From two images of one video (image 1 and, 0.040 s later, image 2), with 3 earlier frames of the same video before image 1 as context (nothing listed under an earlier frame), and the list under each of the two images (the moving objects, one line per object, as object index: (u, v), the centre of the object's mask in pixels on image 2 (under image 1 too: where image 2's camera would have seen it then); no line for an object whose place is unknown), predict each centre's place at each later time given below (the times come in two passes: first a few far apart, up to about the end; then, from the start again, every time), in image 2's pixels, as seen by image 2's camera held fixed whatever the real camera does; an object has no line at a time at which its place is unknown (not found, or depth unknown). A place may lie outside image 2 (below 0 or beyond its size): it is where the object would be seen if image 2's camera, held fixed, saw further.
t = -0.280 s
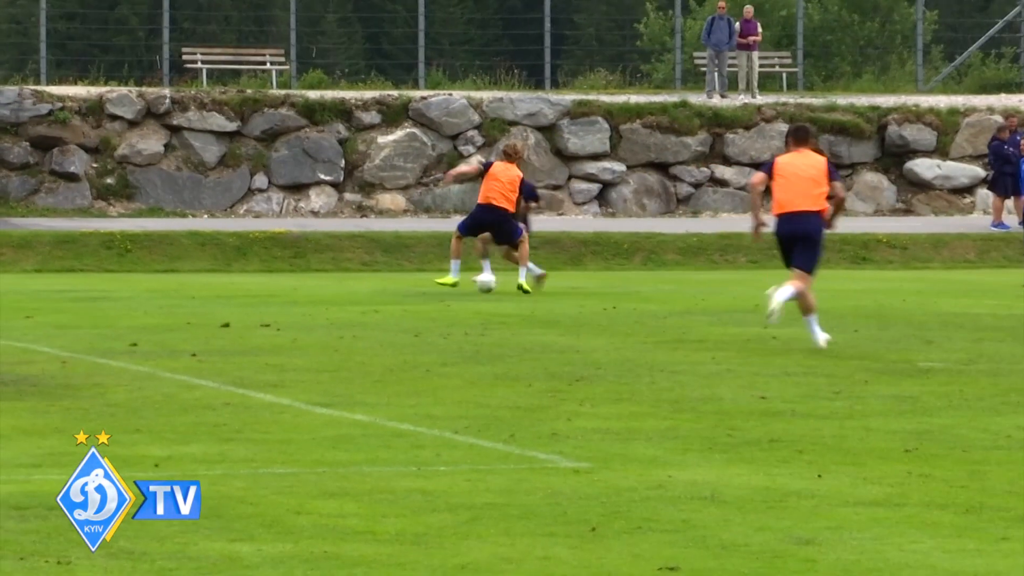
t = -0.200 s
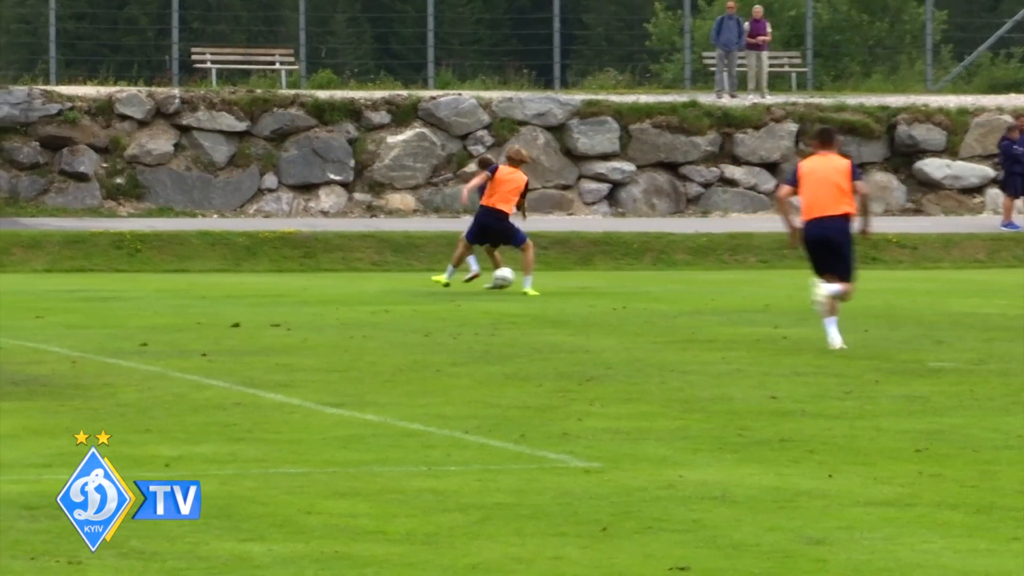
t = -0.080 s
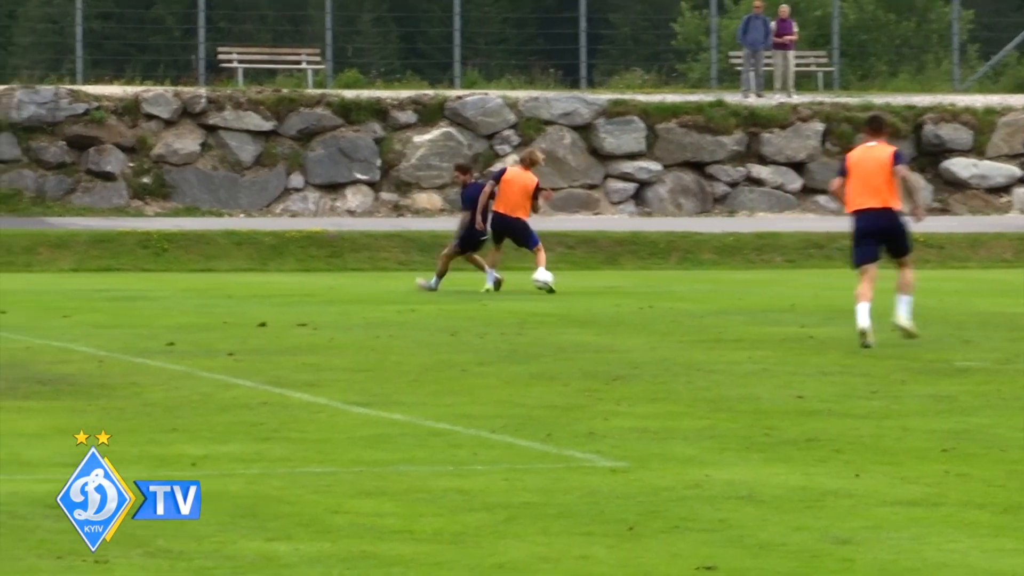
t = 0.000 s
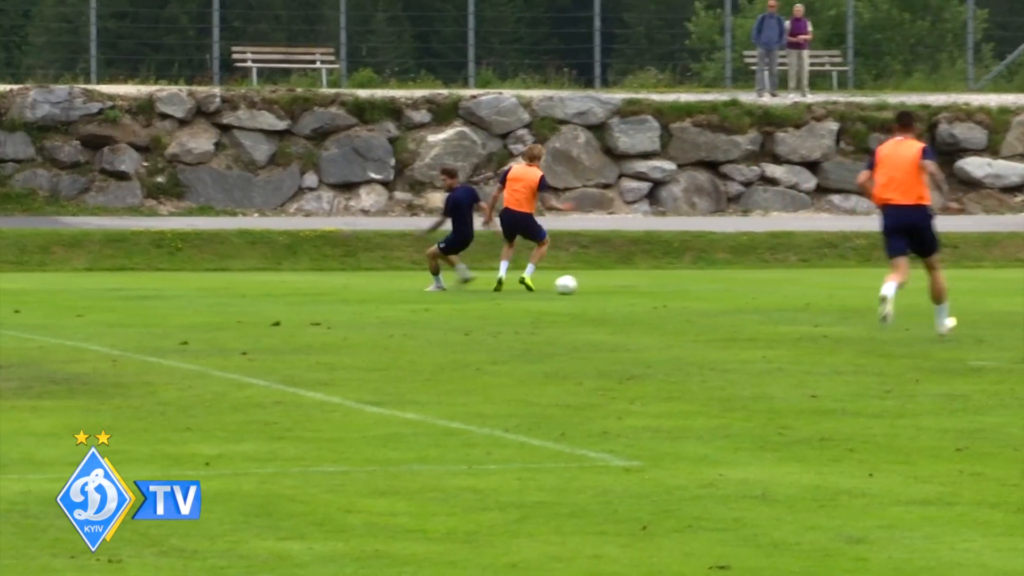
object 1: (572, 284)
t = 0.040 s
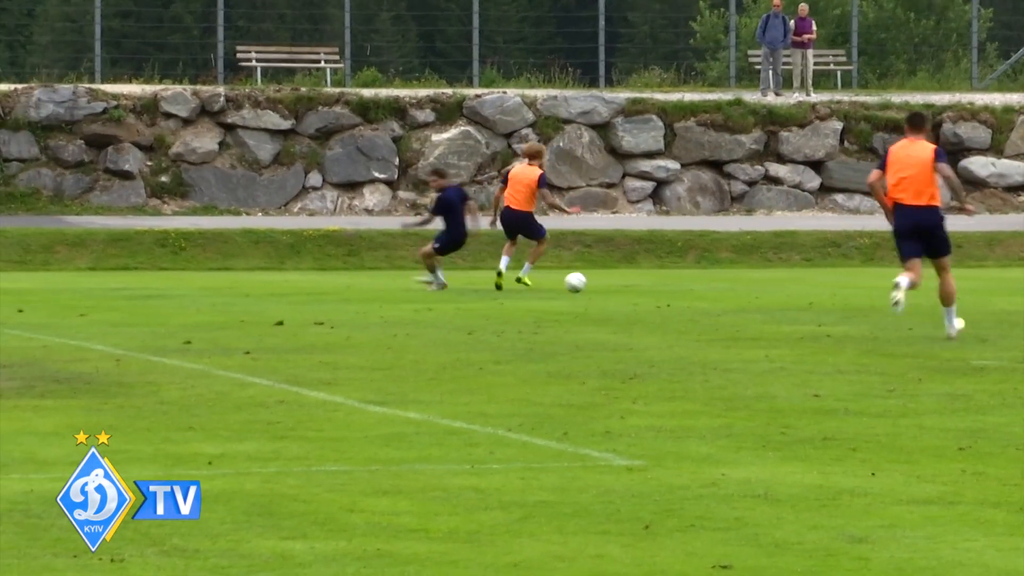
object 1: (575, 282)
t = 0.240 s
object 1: (607, 286)
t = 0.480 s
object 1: (638, 287)
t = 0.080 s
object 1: (581, 281)
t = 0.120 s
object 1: (588, 281)
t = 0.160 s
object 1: (593, 283)
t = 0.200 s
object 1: (603, 285)
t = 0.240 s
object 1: (607, 286)
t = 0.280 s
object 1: (613, 285)
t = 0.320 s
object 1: (619, 284)
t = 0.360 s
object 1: (625, 285)
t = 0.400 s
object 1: (628, 287)
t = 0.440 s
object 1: (634, 287)
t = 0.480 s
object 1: (638, 287)
